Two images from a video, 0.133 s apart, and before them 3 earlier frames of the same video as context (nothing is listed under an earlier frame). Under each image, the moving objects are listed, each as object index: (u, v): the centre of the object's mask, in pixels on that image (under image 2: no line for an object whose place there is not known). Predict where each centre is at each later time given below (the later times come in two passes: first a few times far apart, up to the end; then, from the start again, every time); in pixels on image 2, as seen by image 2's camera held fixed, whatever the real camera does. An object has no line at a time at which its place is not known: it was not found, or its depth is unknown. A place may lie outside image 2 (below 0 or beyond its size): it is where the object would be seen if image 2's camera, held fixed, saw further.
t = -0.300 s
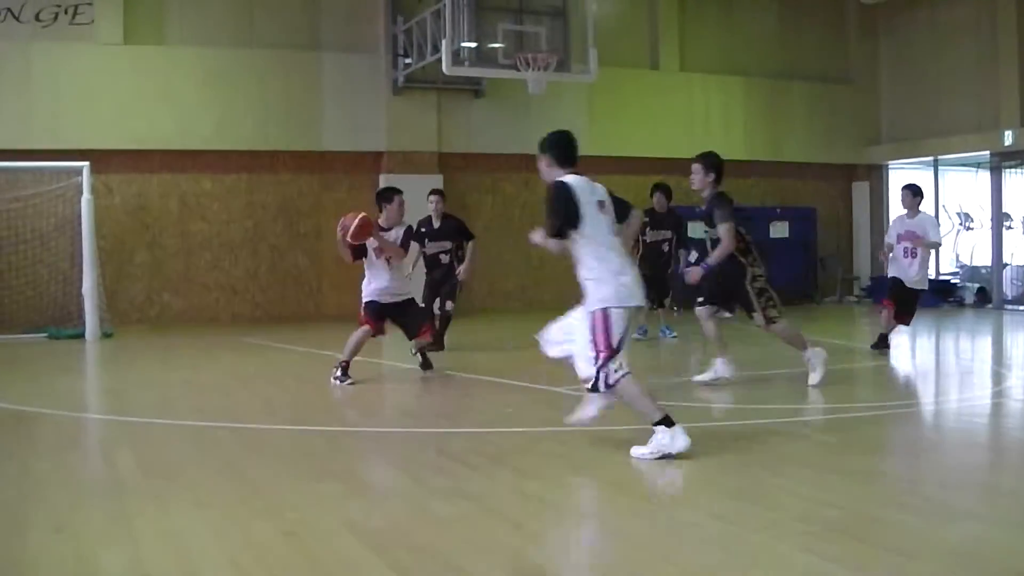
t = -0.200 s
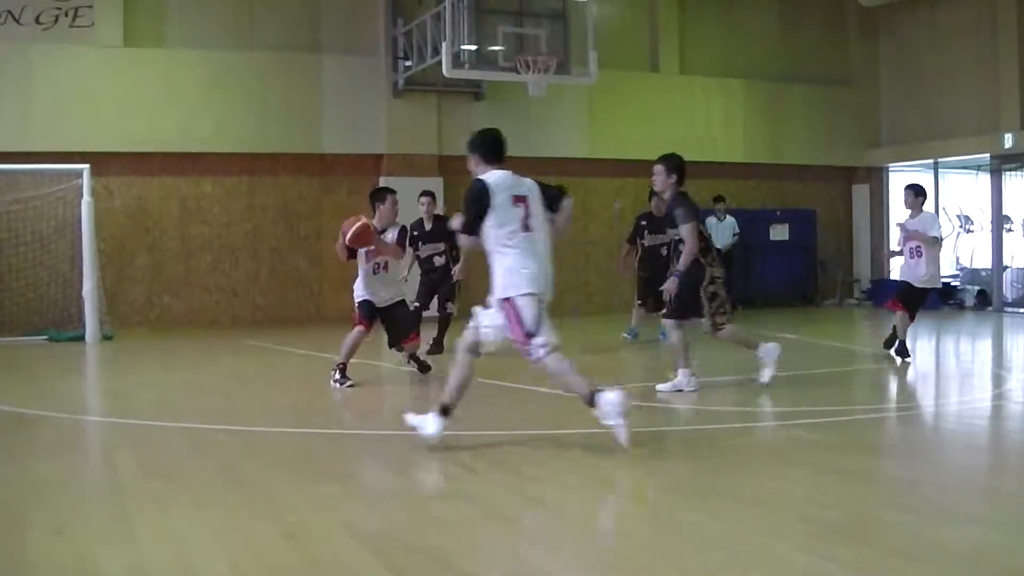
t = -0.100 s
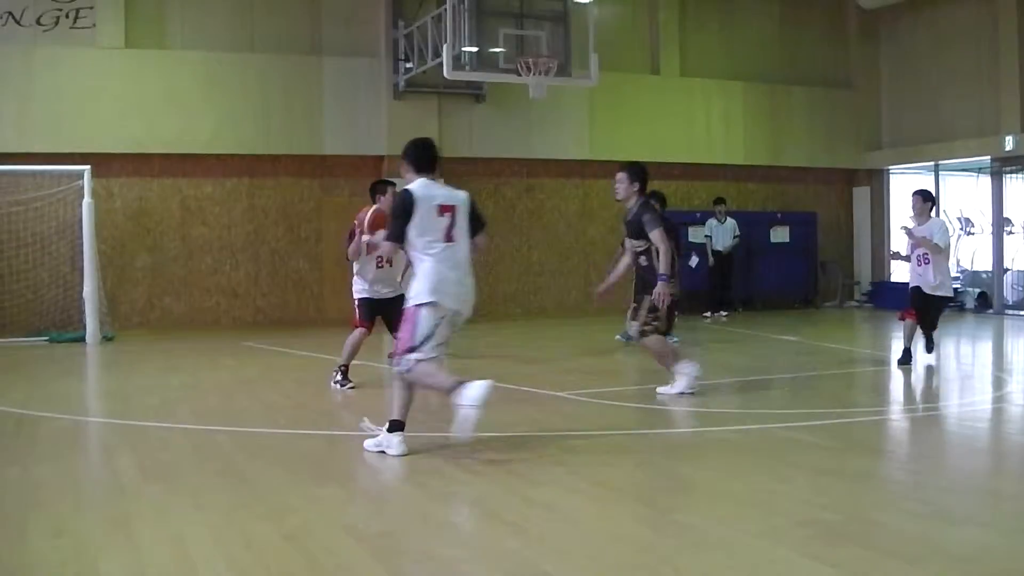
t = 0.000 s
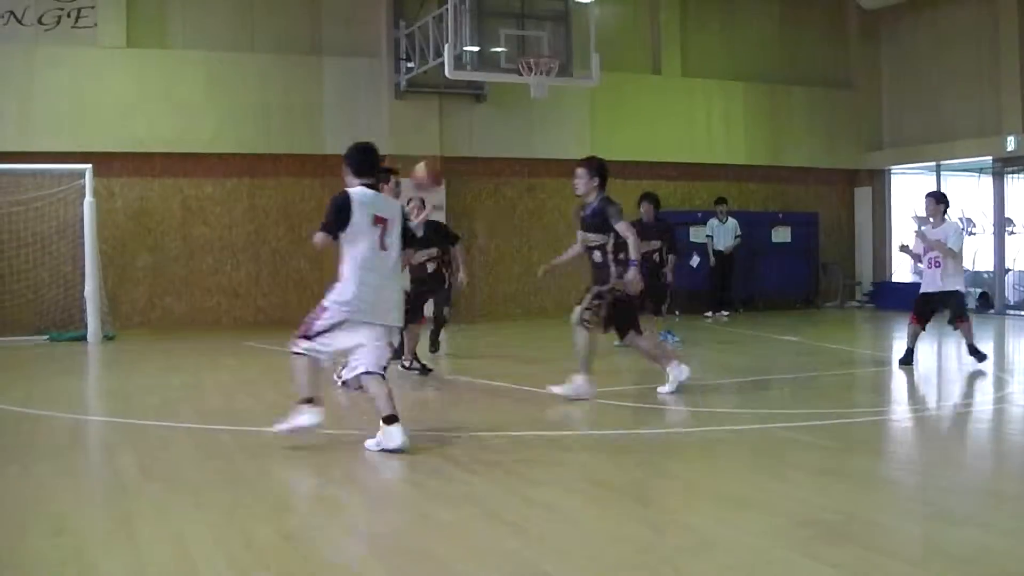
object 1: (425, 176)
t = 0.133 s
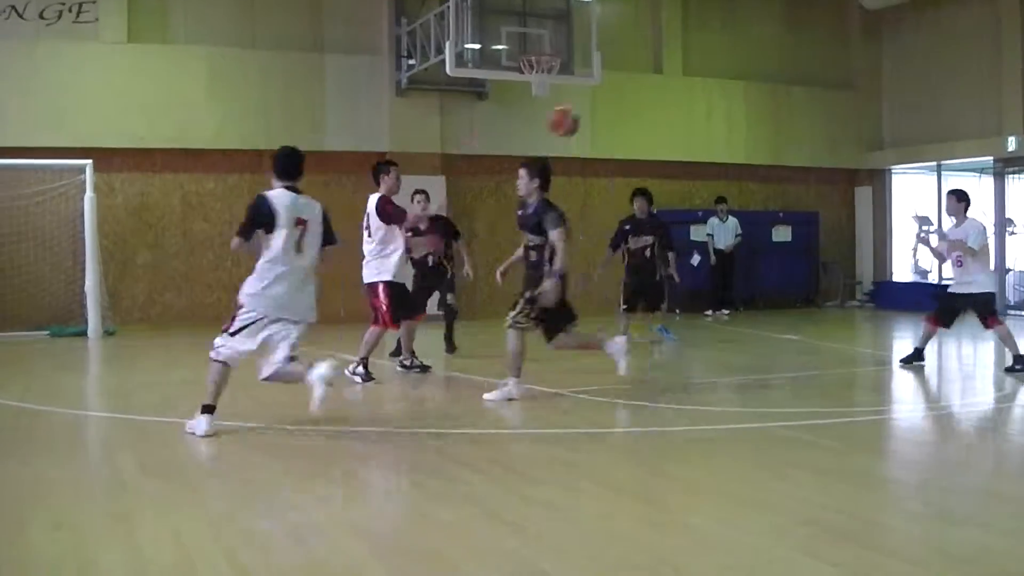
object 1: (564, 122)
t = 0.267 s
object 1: (698, 94)
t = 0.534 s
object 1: (957, 110)
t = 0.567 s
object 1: (988, 117)
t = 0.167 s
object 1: (600, 112)
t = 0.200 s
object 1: (635, 104)
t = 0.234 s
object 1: (666, 98)
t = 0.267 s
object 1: (698, 94)
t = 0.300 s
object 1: (733, 91)
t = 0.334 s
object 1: (766, 88)
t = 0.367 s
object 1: (799, 86)
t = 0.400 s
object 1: (829, 90)
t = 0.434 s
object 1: (861, 91)
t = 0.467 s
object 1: (893, 96)
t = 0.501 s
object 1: (927, 101)
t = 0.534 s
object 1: (957, 110)
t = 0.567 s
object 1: (988, 117)
